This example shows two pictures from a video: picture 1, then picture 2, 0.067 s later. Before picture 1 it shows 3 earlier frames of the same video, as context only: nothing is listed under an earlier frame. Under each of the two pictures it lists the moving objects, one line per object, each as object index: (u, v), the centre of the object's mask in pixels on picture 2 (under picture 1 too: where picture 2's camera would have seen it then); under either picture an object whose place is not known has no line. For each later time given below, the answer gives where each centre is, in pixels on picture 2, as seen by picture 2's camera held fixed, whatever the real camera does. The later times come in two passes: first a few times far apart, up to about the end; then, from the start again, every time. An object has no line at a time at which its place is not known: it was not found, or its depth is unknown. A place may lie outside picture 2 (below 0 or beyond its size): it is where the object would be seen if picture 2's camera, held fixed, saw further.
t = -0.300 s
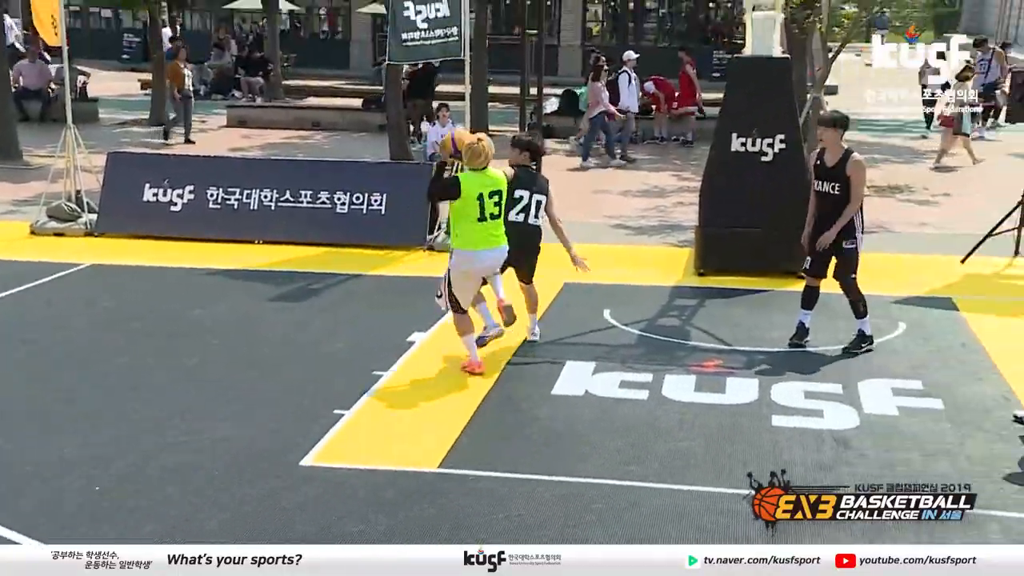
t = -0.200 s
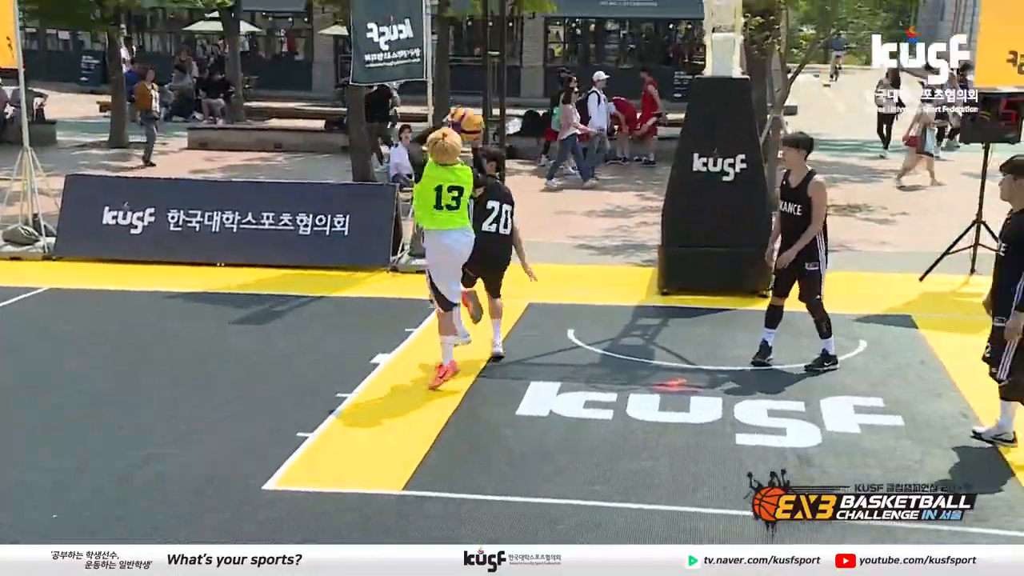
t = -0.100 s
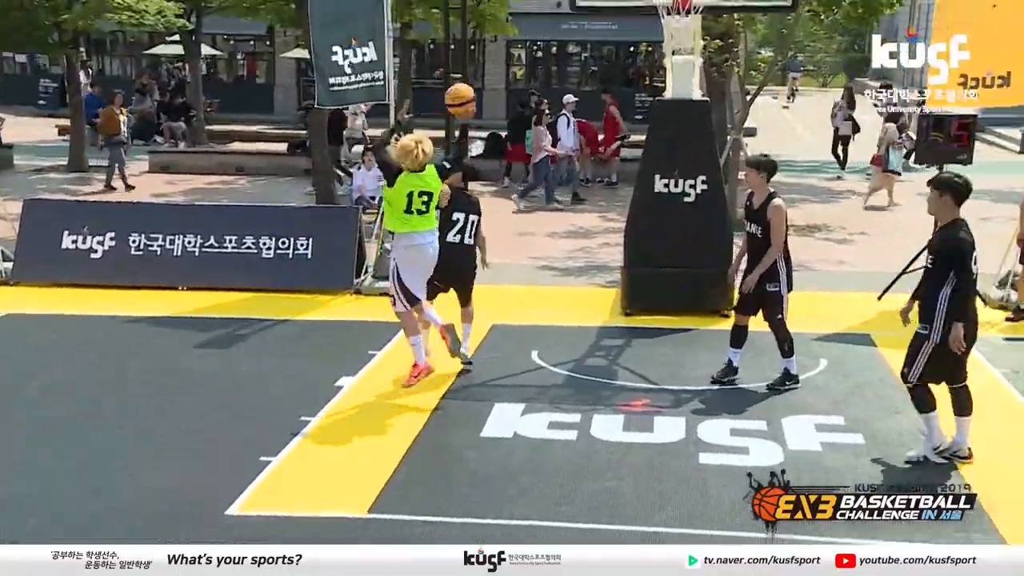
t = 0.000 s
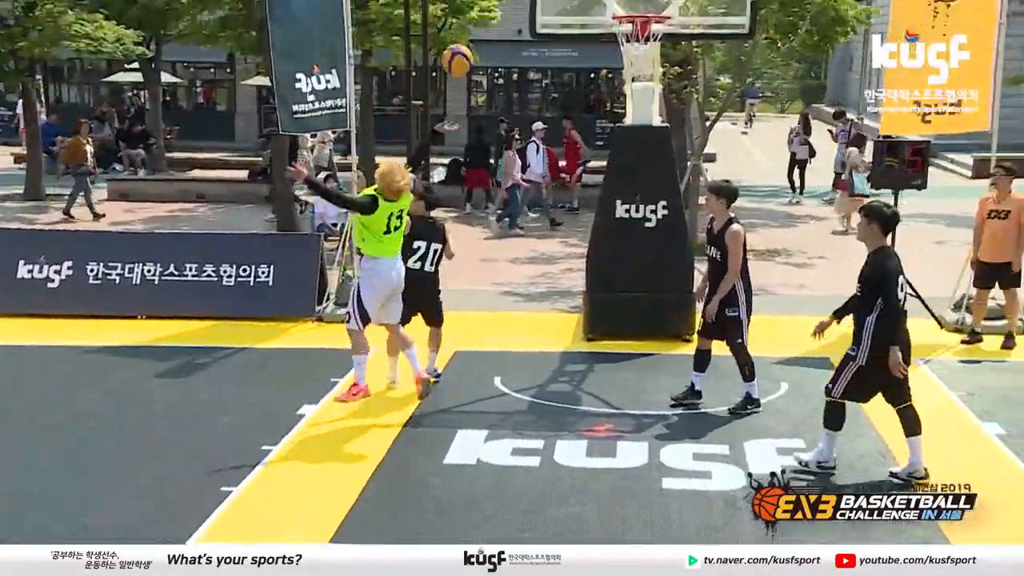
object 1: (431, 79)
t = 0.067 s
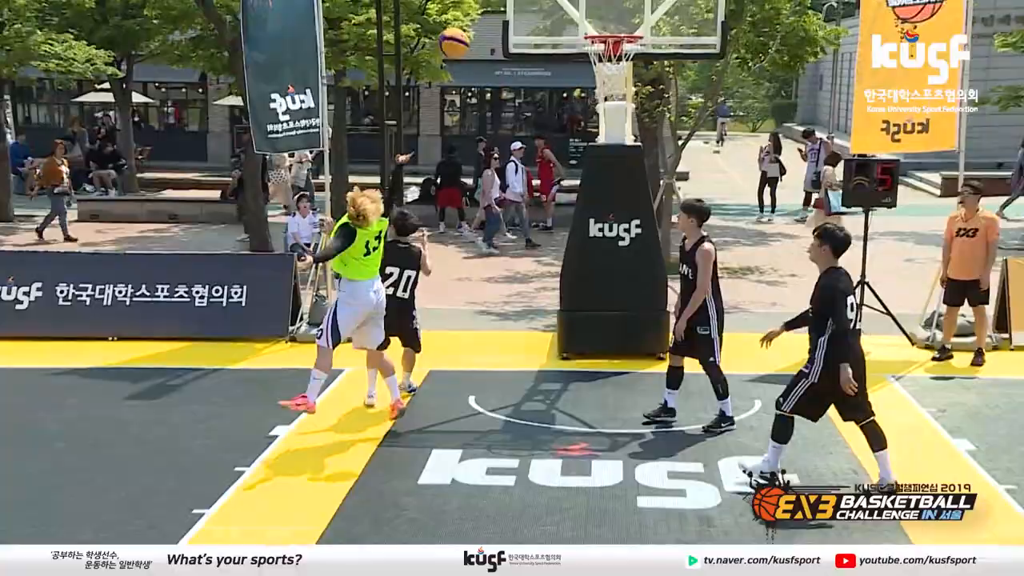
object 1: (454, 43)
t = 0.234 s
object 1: (506, -19)
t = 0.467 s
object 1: (576, -44)
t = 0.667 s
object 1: (593, -19)
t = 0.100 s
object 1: (464, 27)
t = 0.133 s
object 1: (474, 13)
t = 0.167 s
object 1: (485, 1)
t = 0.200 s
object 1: (495, -8)
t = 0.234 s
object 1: (506, -19)
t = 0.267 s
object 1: (516, -26)
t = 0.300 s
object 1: (527, -34)
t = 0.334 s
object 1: (537, -39)
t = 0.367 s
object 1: (546, -42)
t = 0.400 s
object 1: (555, -45)
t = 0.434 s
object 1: (566, -45)
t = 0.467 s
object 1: (576, -44)
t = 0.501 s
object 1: (580, -43)
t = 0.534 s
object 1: (582, -41)
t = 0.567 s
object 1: (585, -38)
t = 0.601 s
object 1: (587, -32)
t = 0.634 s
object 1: (590, -28)
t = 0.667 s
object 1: (593, -19)
